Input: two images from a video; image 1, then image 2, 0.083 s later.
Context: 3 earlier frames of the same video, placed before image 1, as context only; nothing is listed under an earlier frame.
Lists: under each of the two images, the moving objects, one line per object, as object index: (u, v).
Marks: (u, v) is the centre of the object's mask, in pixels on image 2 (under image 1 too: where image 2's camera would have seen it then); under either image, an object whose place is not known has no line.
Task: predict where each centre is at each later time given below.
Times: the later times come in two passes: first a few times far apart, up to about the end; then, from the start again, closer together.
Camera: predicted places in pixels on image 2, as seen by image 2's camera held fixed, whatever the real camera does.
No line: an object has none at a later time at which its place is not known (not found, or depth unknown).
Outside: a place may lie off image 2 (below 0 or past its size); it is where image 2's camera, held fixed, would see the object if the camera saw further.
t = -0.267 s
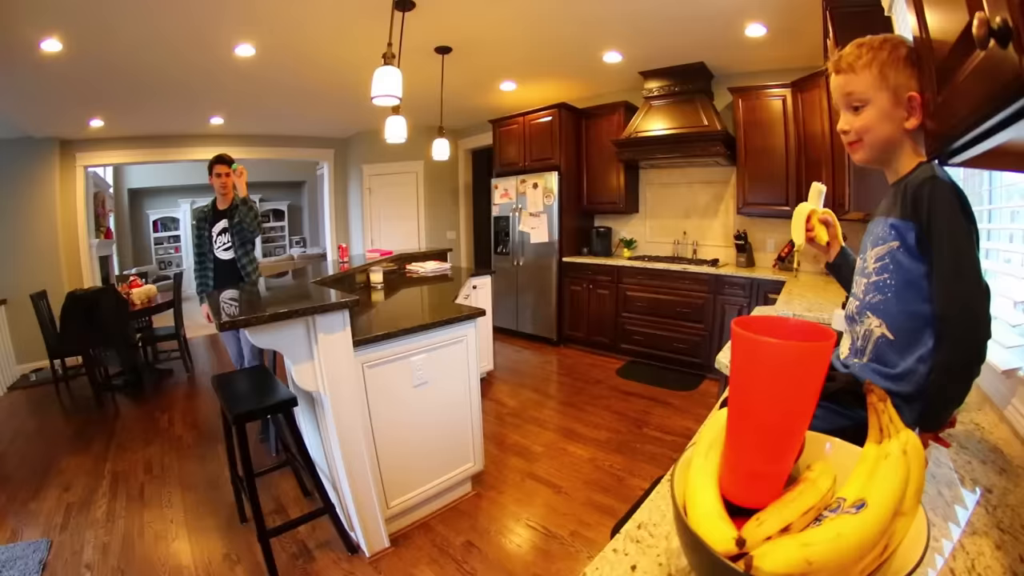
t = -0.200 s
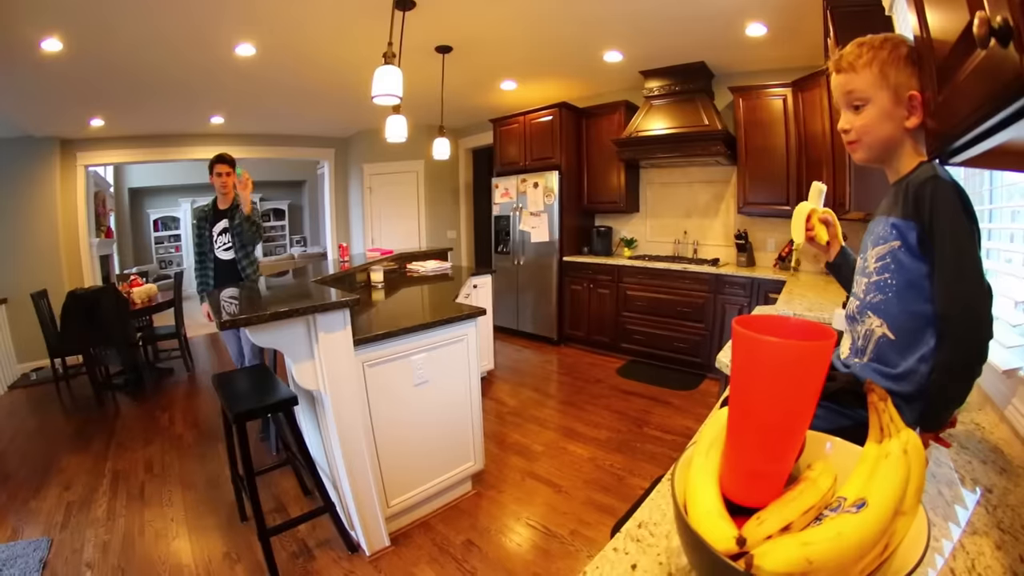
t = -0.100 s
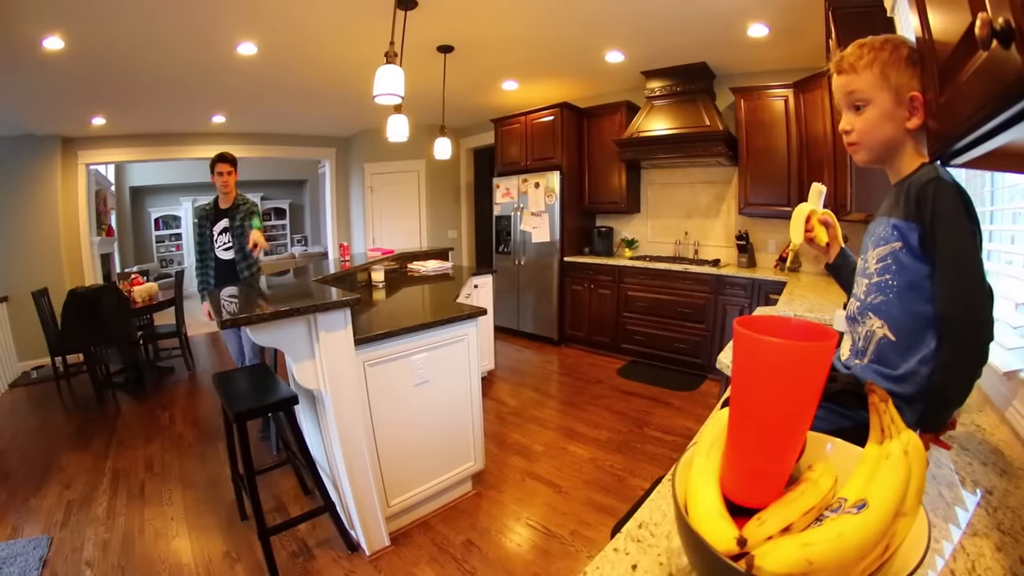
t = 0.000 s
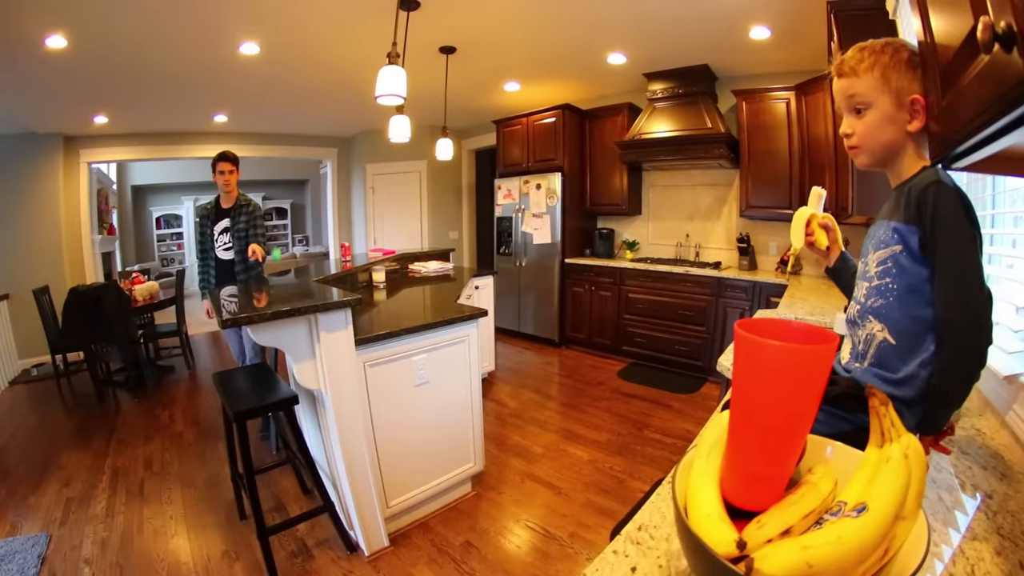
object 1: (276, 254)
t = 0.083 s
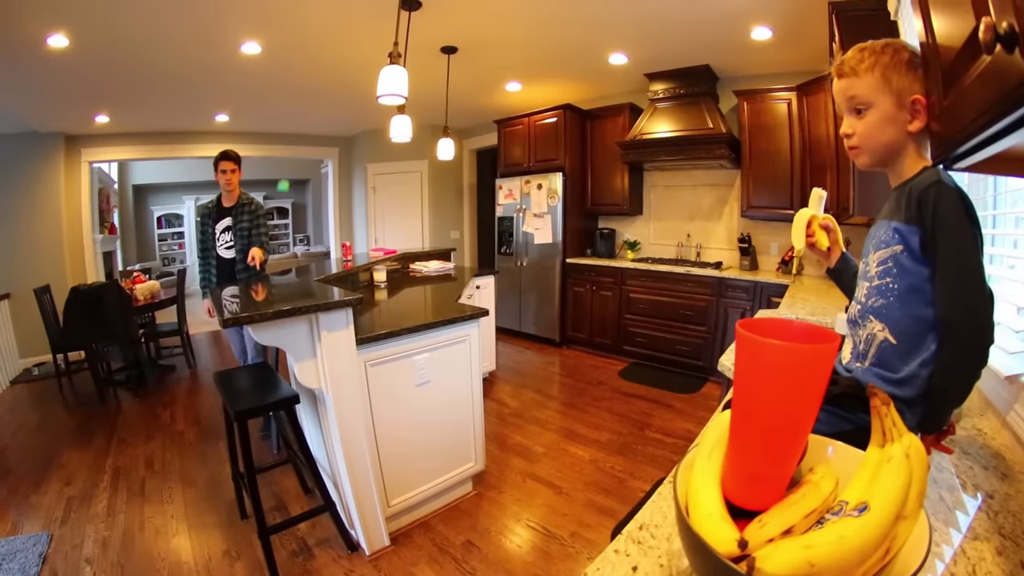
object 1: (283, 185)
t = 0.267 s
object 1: (315, 76)
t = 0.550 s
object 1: (437, 169)
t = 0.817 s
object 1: (366, 354)
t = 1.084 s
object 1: (272, 383)
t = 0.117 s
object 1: (288, 161)
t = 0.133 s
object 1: (289, 149)
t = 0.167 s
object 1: (294, 128)
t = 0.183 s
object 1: (297, 118)
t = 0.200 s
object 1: (300, 108)
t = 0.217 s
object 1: (303, 99)
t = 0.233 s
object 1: (306, 91)
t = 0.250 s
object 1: (310, 84)
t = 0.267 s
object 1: (315, 76)
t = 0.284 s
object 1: (318, 69)
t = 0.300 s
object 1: (323, 64)
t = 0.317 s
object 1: (327, 60)
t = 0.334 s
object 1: (332, 55)
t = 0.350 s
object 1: (337, 52)
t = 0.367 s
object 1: (342, 50)
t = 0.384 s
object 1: (348, 49)
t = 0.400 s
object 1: (353, 50)
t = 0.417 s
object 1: (360, 52)
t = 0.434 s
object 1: (367, 56)
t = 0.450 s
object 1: (372, 61)
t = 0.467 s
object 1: (380, 69)
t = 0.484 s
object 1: (389, 81)
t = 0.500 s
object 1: (402, 98)
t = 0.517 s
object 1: (413, 113)
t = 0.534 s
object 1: (424, 138)
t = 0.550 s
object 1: (437, 169)
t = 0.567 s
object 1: (453, 205)
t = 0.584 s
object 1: (471, 251)
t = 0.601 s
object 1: (492, 305)
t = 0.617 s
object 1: (513, 366)
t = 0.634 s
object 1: (530, 428)
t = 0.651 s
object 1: (550, 489)
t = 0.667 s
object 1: (567, 546)
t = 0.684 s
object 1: (549, 536)
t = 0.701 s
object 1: (516, 500)
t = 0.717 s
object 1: (490, 473)
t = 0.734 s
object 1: (461, 445)
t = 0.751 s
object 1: (439, 421)
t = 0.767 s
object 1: (417, 398)
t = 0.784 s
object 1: (398, 380)
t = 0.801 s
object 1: (381, 366)
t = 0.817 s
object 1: (366, 354)
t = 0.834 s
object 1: (354, 345)
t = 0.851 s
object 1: (342, 339)
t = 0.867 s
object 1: (332, 335)
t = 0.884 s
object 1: (323, 332)
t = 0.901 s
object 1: (315, 331)
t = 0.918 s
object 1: (308, 331)
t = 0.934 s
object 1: (302, 333)
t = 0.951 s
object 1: (297, 336)
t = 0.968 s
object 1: (292, 340)
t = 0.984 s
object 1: (288, 345)
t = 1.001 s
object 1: (284, 350)
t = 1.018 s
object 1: (280, 356)
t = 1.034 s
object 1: (278, 361)
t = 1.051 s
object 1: (276, 368)
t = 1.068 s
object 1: (274, 376)
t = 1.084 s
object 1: (272, 383)
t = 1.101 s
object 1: (271, 391)
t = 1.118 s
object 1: (269, 400)
